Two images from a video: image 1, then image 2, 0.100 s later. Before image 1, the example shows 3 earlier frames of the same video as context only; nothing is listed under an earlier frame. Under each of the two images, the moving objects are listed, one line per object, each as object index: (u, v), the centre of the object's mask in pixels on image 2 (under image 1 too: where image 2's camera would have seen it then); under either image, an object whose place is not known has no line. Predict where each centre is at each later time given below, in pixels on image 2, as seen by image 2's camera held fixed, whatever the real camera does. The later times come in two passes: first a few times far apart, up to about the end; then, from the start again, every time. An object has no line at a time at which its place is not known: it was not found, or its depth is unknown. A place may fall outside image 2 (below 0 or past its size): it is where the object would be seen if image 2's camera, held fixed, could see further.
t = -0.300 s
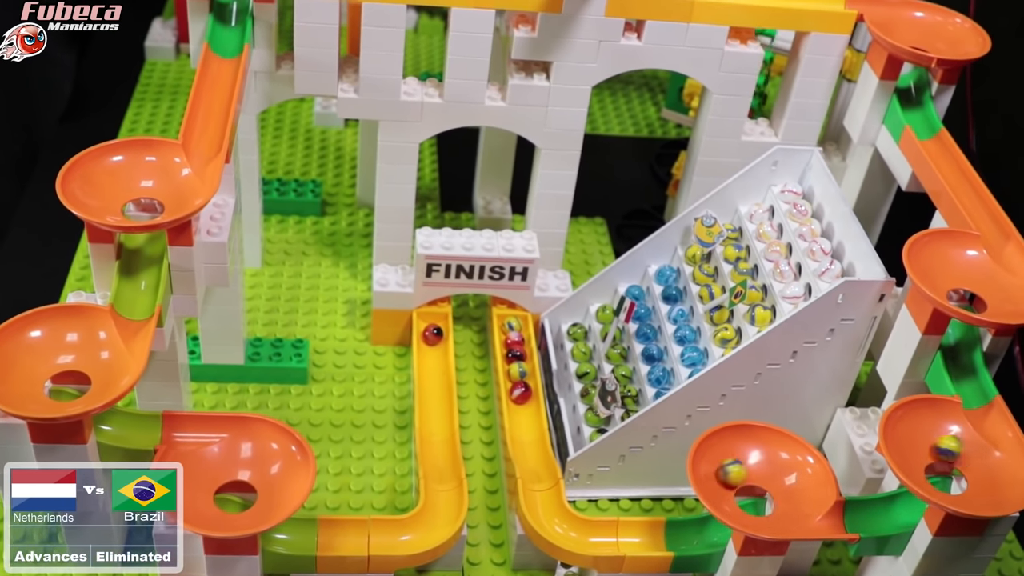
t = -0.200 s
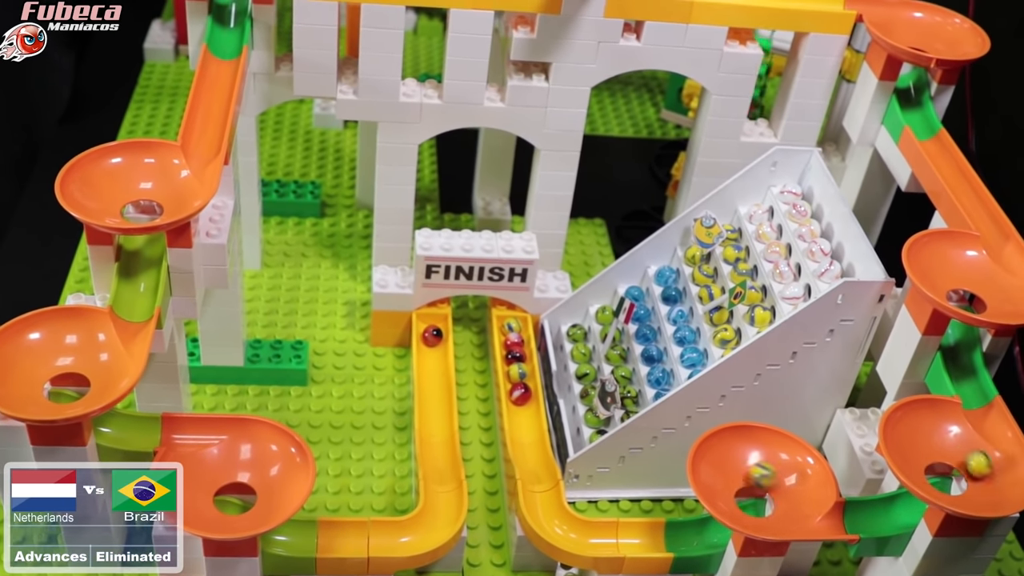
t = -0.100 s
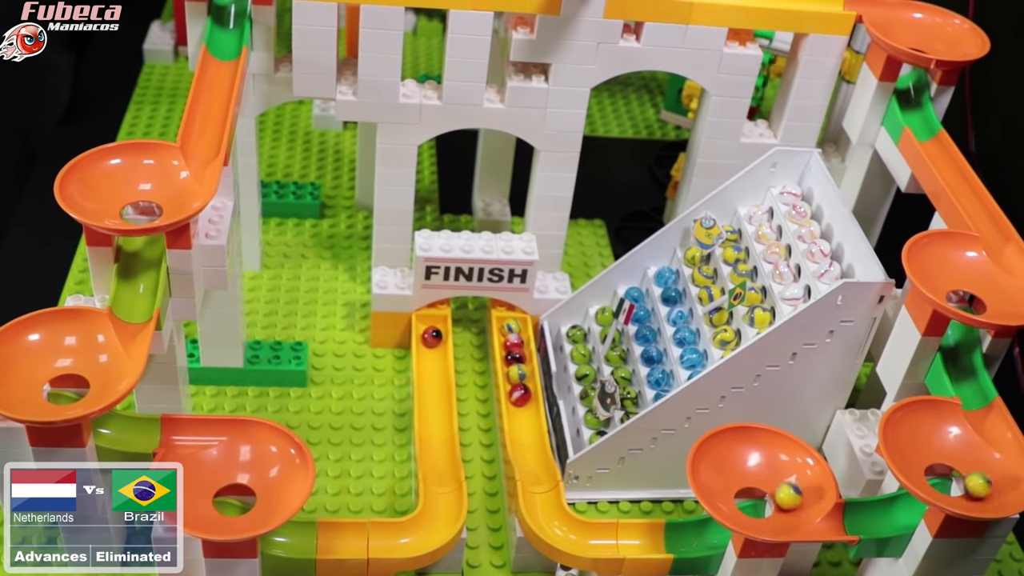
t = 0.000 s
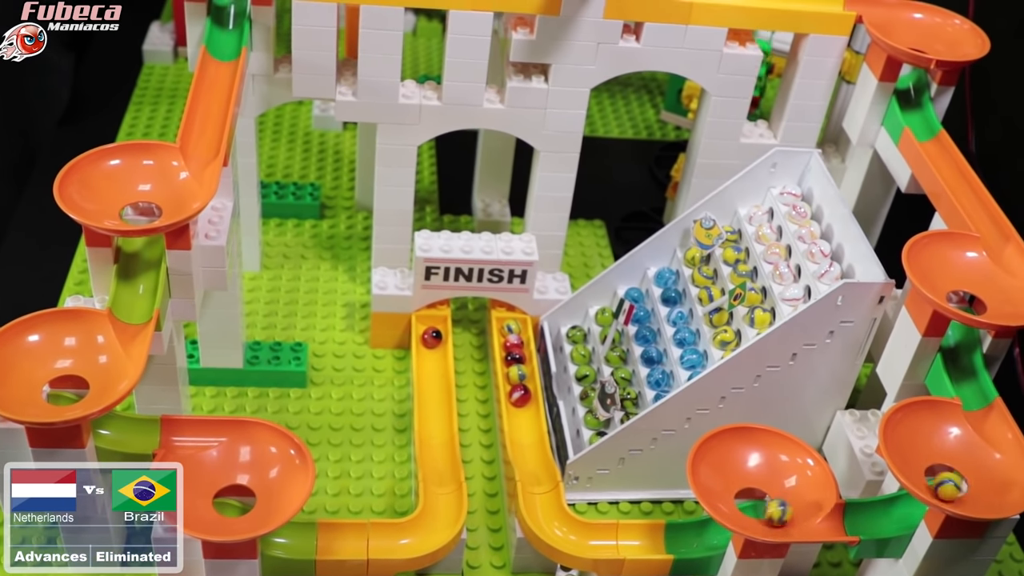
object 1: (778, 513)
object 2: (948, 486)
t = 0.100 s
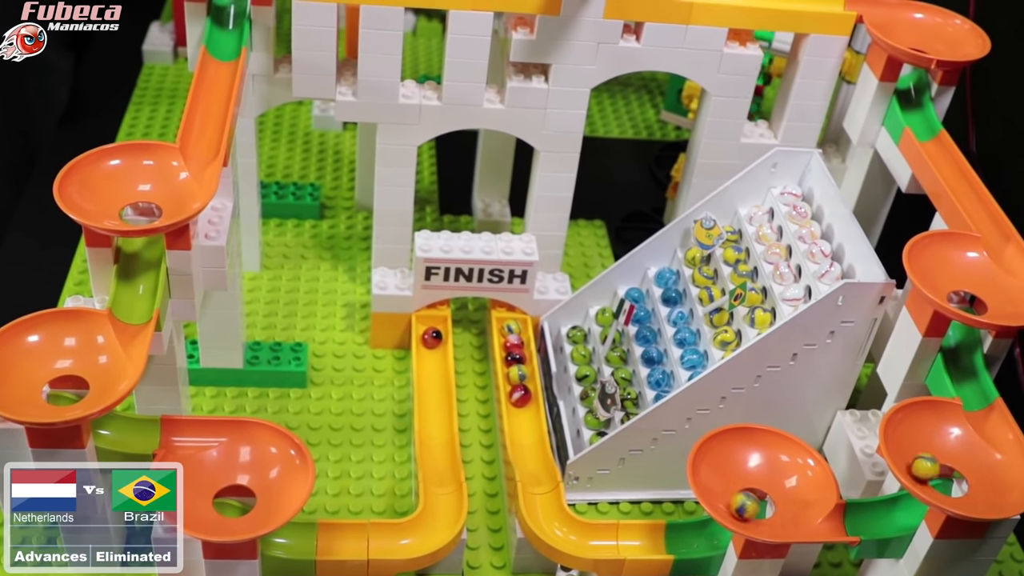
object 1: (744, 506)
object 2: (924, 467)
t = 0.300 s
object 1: (745, 475)
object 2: (963, 456)
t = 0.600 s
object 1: (762, 512)
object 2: (937, 480)
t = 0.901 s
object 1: (756, 476)
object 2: (973, 463)
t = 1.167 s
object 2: (937, 478)
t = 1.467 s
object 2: (973, 466)
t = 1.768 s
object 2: (930, 469)
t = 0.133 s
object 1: (734, 500)
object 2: (924, 459)
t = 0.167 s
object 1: (729, 492)
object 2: (925, 456)
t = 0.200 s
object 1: (728, 485)
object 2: (932, 452)
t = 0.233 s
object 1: (730, 480)
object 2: (940, 450)
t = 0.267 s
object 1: (736, 477)
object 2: (951, 451)
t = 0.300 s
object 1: (745, 475)
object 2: (963, 456)
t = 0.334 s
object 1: (756, 475)
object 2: (972, 461)
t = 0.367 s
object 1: (766, 478)
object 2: (979, 468)
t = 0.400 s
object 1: (776, 484)
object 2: (981, 475)
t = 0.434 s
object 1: (784, 490)
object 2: (981, 480)
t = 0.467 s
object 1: (787, 497)
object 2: (975, 486)
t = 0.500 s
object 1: (786, 503)
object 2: (967, 488)
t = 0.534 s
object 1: (781, 508)
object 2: (956, 488)
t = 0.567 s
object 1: (773, 512)
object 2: (946, 484)
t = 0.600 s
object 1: (762, 512)
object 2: (937, 480)
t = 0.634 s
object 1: (752, 510)
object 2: (929, 474)
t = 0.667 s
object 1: (743, 506)
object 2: (925, 466)
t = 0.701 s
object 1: (734, 500)
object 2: (925, 460)
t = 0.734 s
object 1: (731, 494)
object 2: (927, 456)
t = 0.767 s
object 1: (731, 487)
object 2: (933, 453)
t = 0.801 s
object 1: (733, 482)
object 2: (943, 452)
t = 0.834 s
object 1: (739, 478)
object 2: (953, 453)
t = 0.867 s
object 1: (748, 475)
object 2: (963, 457)
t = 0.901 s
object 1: (756, 476)
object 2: (973, 463)
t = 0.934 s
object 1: (768, 478)
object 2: (978, 469)
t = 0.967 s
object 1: (776, 482)
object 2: (980, 476)
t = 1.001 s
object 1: (782, 488)
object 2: (979, 482)
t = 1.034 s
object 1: (785, 495)
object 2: (974, 486)
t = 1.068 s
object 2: (965, 488)
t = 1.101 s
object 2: (955, 487)
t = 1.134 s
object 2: (945, 482)
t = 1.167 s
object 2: (937, 478)
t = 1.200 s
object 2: (930, 472)
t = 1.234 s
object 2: (927, 466)
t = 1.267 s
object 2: (927, 459)
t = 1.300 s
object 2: (930, 453)
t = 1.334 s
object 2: (938, 452)
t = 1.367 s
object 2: (947, 452)
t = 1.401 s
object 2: (956, 455)
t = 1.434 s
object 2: (966, 460)
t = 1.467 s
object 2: (973, 466)
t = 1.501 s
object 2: (977, 472)
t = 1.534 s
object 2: (978, 479)
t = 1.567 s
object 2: (975, 484)
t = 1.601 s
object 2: (968, 487)
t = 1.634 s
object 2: (959, 488)
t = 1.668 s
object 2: (951, 486)
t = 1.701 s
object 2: (942, 481)
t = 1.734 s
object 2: (934, 476)
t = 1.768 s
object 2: (930, 469)
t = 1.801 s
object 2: (928, 464)
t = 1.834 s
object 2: (930, 457)
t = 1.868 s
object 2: (934, 454)
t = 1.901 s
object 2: (942, 453)
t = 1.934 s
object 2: (952, 454)
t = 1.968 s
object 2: (959, 458)
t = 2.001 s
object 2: (967, 462)
